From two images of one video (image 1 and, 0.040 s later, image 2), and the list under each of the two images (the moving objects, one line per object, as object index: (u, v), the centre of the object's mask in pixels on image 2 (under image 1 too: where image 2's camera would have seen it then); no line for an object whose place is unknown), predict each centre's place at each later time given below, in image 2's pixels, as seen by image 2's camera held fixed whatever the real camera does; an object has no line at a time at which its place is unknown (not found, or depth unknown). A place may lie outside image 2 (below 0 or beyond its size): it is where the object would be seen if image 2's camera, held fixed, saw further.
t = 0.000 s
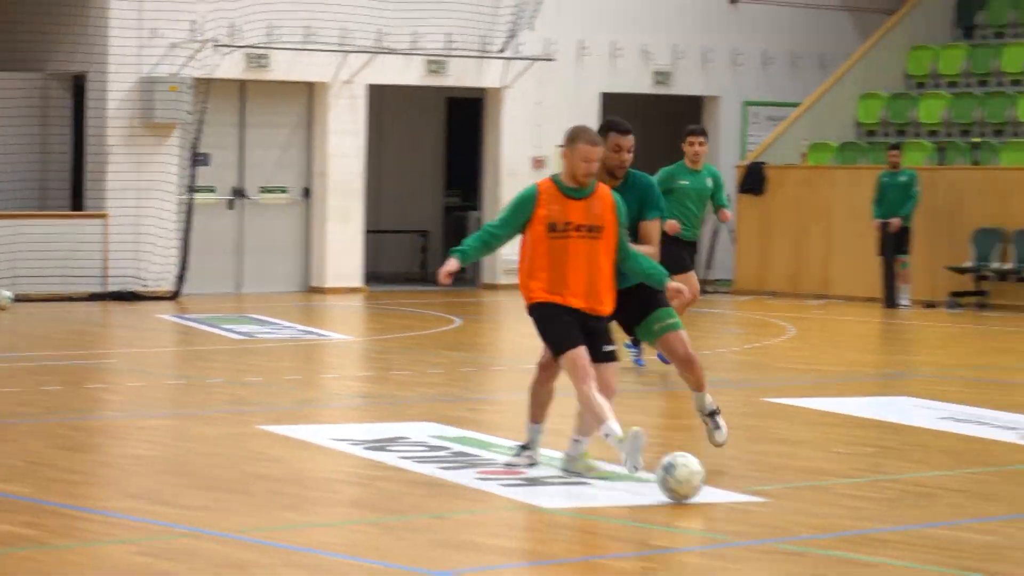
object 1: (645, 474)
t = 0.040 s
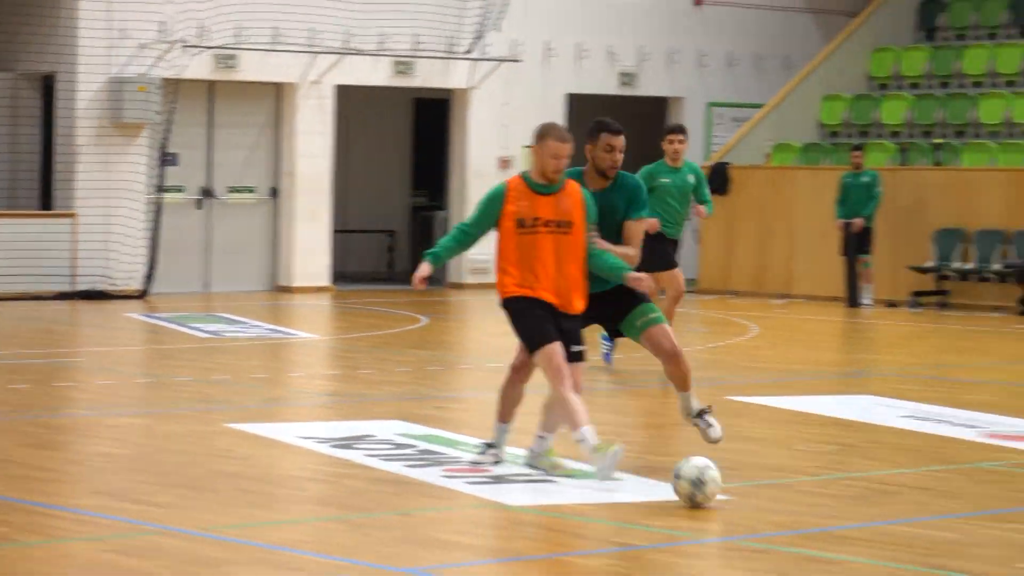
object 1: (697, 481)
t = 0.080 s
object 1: (747, 487)
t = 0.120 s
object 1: (799, 494)
